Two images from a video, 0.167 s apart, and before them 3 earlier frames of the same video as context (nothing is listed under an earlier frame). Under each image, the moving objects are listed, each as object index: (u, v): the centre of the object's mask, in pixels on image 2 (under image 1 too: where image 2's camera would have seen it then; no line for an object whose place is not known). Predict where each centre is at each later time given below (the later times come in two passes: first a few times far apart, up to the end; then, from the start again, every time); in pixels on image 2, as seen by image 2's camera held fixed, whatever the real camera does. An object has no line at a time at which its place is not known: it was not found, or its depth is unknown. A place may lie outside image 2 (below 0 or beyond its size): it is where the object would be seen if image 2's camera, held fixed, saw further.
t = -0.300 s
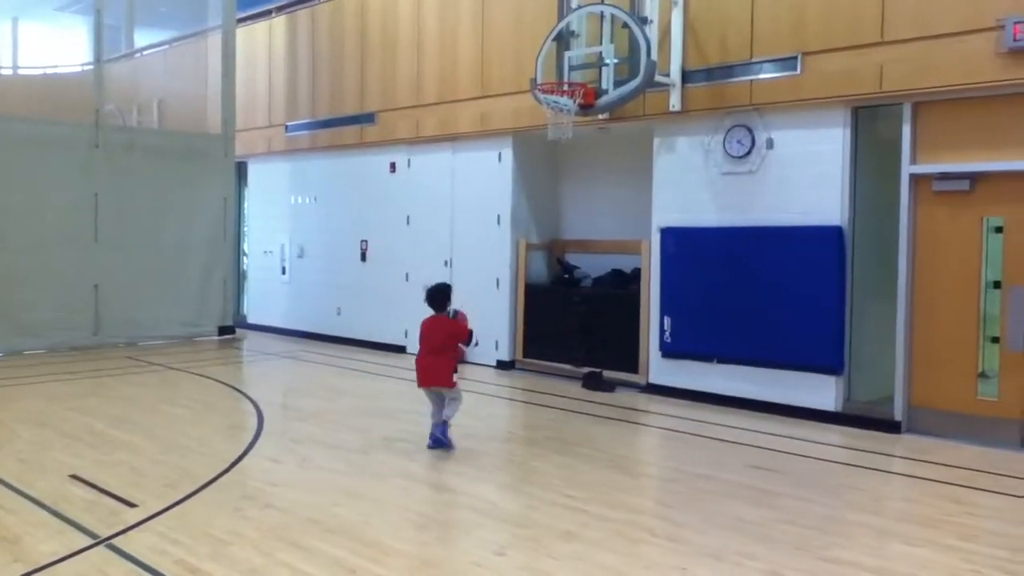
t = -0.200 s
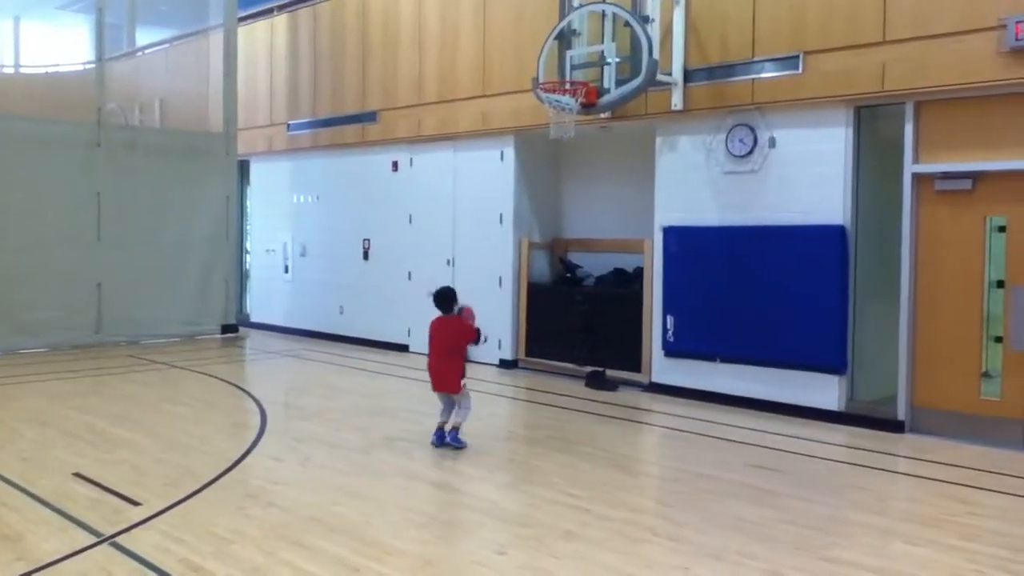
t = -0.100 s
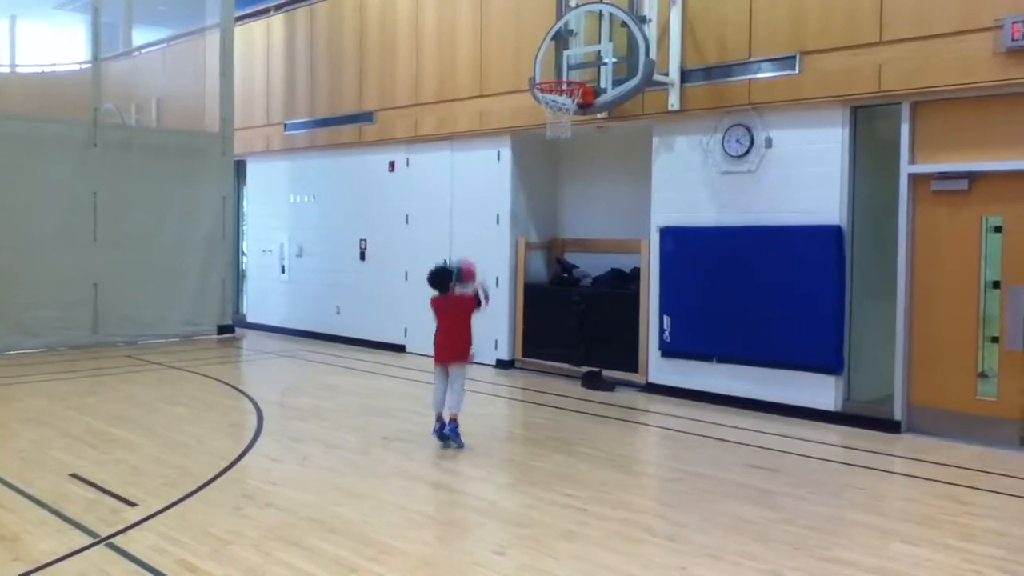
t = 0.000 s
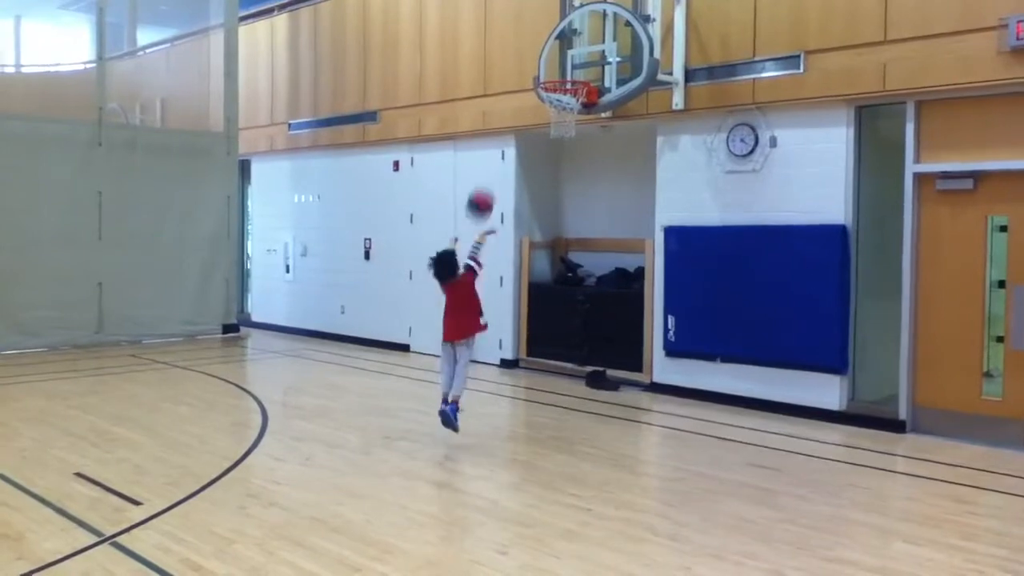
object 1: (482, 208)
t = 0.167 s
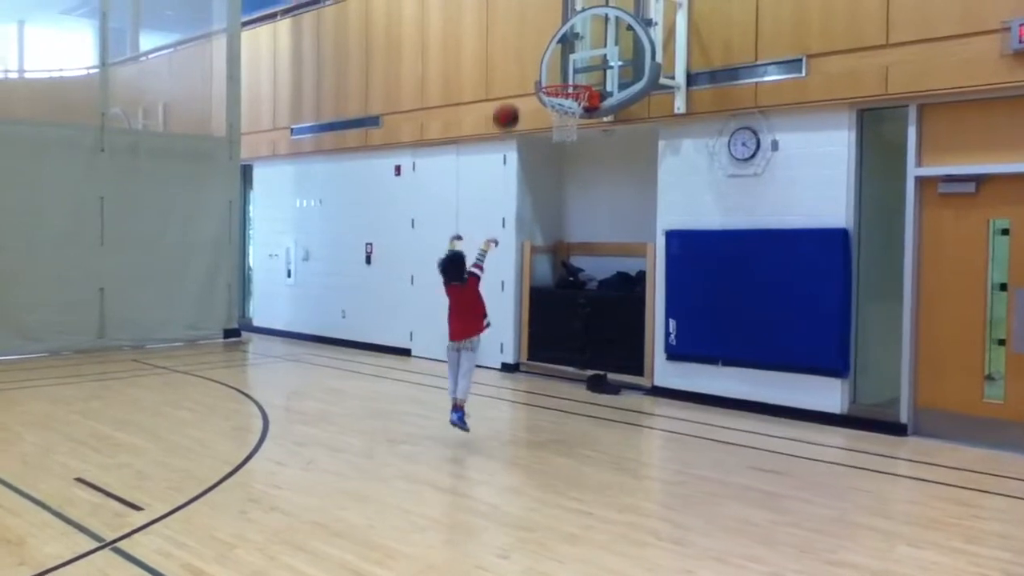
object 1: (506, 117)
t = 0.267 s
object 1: (518, 79)
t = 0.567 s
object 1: (553, 42)
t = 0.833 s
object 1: (557, 79)
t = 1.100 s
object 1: (516, 63)
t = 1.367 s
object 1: (472, 120)
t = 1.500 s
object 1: (448, 179)
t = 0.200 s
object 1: (510, 103)
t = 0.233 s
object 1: (514, 90)
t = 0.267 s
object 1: (518, 79)
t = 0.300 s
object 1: (522, 70)
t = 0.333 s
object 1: (527, 62)
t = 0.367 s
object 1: (531, 55)
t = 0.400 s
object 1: (534, 49)
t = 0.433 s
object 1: (538, 45)
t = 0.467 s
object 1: (541, 43)
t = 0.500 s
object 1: (545, 41)
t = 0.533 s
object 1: (550, 41)
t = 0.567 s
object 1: (553, 42)
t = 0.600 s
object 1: (557, 44)
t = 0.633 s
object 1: (561, 47)
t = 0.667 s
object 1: (564, 51)
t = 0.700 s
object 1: (566, 56)
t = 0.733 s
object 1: (571, 63)
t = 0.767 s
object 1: (569, 69)
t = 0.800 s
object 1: (564, 73)
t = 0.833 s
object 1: (557, 79)
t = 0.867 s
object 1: (553, 78)
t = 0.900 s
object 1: (547, 72)
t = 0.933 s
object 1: (541, 67)
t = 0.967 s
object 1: (536, 65)
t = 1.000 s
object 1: (531, 62)
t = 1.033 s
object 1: (526, 62)
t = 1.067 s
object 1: (521, 62)
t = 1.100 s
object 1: (516, 63)
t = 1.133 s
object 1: (511, 66)
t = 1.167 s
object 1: (505, 70)
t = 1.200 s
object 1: (500, 75)
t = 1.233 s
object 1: (495, 81)
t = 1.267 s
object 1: (489, 88)
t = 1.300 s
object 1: (483, 97)
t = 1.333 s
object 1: (477, 108)
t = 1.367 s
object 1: (472, 120)
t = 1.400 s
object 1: (466, 133)
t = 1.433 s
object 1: (461, 146)
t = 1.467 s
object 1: (454, 163)
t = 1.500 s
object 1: (448, 179)
